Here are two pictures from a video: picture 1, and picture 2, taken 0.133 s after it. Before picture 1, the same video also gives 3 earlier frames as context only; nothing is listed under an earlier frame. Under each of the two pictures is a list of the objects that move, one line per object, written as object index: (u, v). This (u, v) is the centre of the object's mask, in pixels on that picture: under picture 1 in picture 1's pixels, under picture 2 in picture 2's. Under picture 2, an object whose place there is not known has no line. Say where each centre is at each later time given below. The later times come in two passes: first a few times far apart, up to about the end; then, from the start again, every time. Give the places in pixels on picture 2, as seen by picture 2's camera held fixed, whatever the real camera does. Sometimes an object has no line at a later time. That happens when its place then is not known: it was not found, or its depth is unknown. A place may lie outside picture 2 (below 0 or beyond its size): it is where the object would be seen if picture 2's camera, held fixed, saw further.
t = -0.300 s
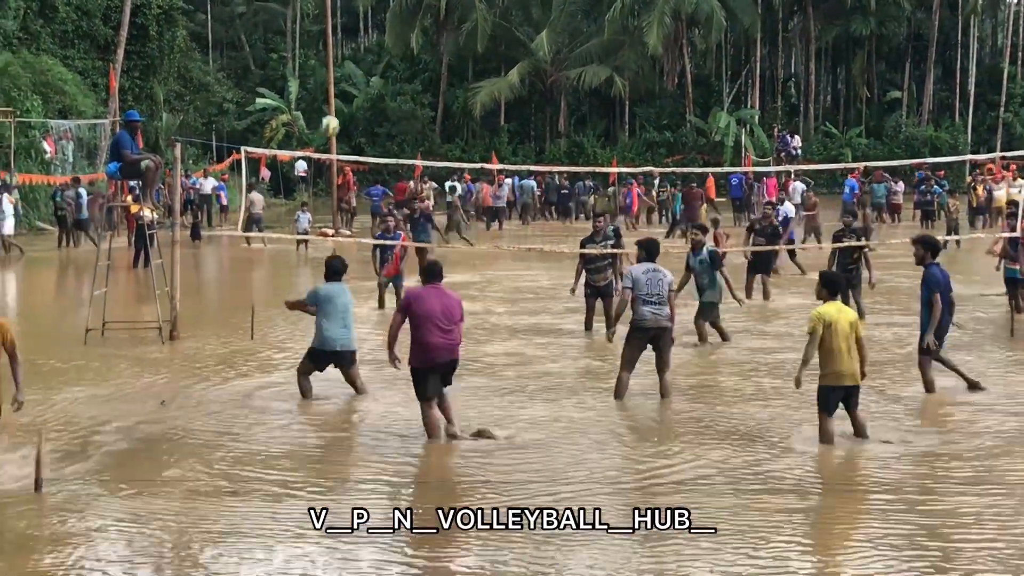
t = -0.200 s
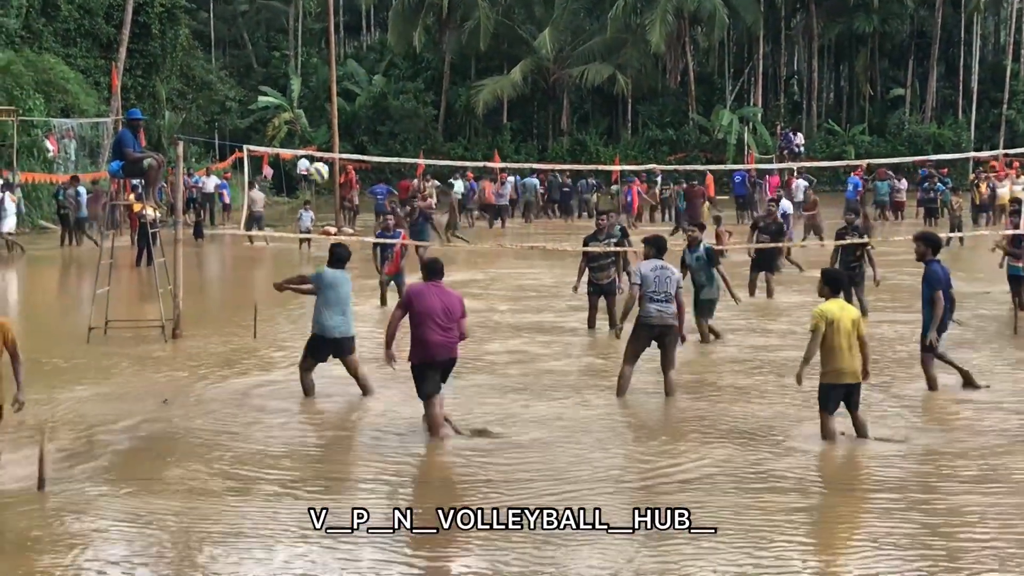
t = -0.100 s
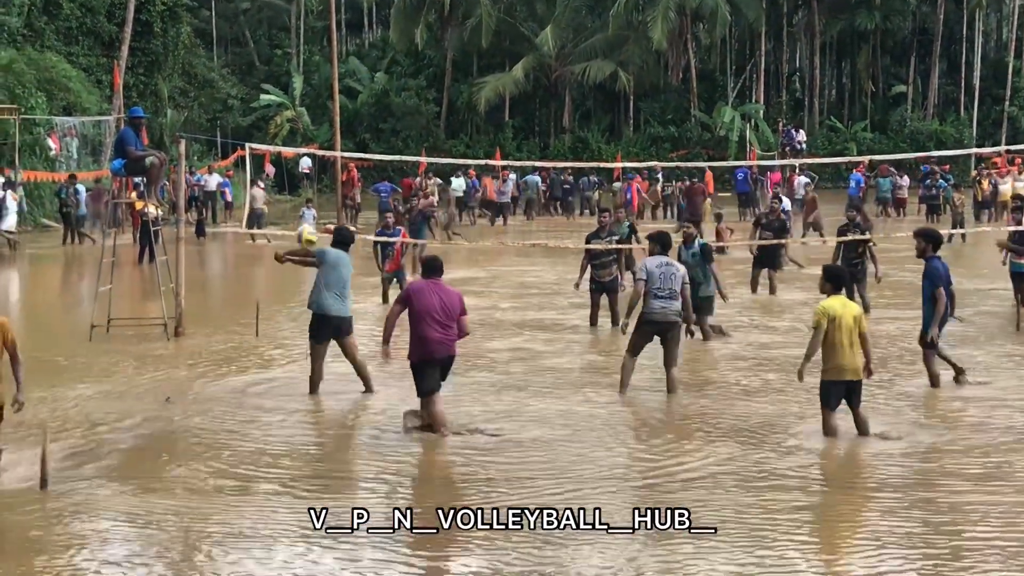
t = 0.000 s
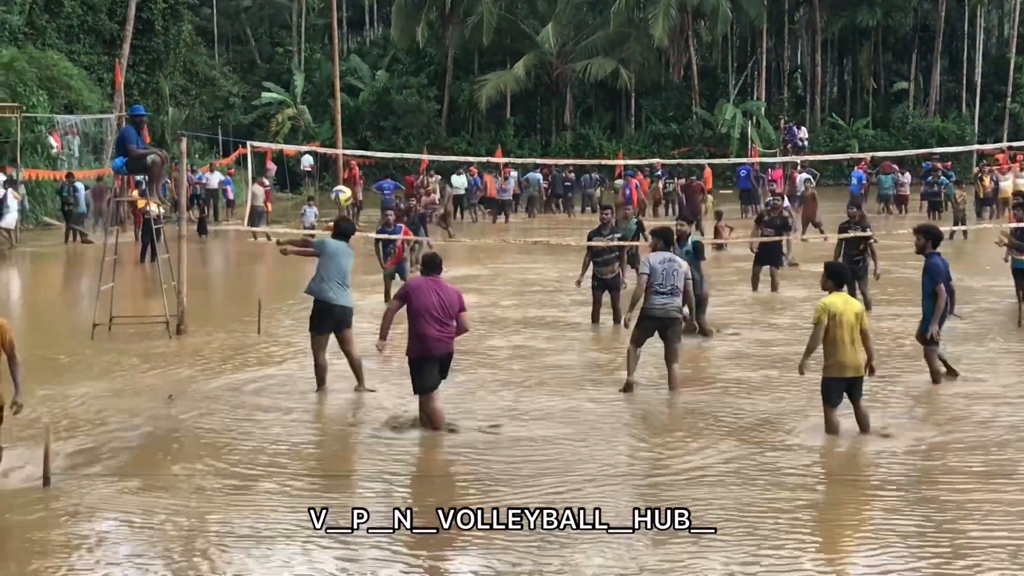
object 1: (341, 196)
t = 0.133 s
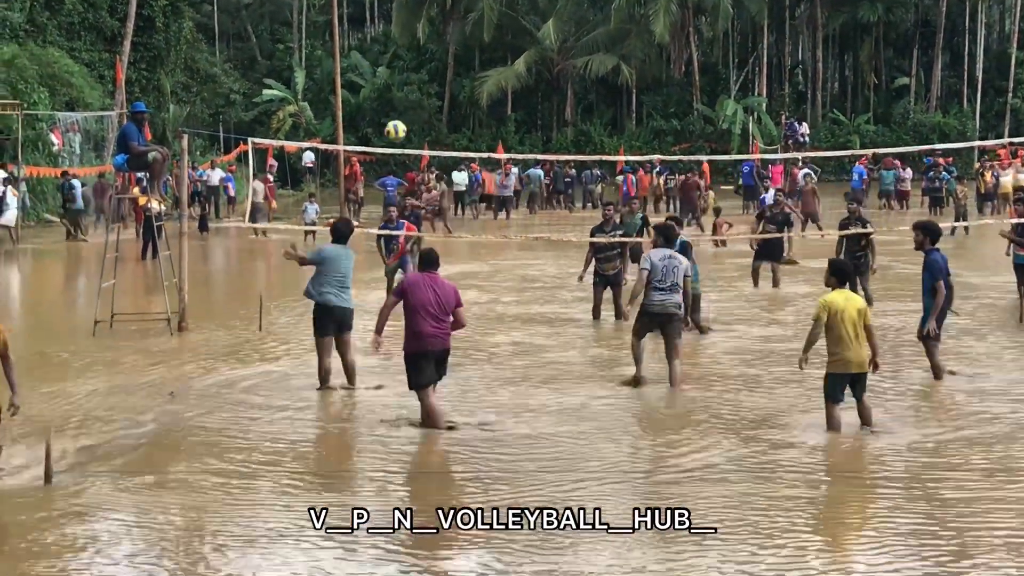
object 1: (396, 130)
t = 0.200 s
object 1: (421, 108)
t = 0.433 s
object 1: (502, 60)
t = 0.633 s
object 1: (565, 63)
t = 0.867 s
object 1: (632, 105)
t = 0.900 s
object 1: (640, 116)
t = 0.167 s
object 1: (408, 119)
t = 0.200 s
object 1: (421, 108)
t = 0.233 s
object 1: (433, 96)
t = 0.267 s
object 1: (445, 89)
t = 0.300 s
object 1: (458, 80)
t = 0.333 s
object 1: (470, 74)
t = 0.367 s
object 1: (480, 69)
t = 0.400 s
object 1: (491, 63)
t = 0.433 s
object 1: (502, 60)
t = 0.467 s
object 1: (513, 57)
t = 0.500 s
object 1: (525, 56)
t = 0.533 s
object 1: (534, 57)
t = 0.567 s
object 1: (545, 58)
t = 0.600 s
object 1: (556, 60)
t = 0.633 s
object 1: (565, 63)
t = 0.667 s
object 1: (575, 65)
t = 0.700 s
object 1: (585, 71)
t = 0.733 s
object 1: (594, 76)
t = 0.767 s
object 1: (604, 82)
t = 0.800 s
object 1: (613, 89)
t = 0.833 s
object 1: (622, 97)
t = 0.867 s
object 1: (632, 105)
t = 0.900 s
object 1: (640, 116)
